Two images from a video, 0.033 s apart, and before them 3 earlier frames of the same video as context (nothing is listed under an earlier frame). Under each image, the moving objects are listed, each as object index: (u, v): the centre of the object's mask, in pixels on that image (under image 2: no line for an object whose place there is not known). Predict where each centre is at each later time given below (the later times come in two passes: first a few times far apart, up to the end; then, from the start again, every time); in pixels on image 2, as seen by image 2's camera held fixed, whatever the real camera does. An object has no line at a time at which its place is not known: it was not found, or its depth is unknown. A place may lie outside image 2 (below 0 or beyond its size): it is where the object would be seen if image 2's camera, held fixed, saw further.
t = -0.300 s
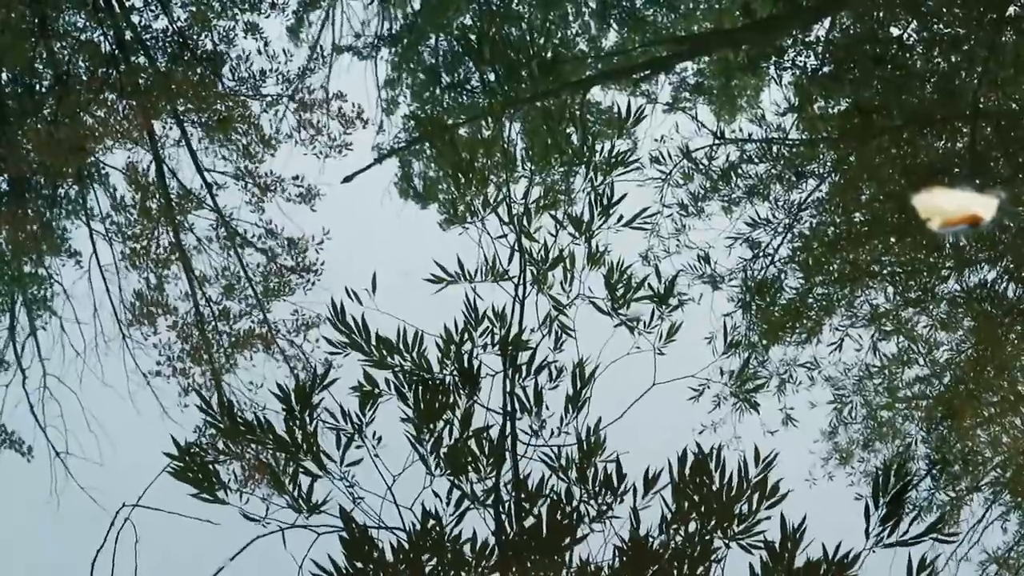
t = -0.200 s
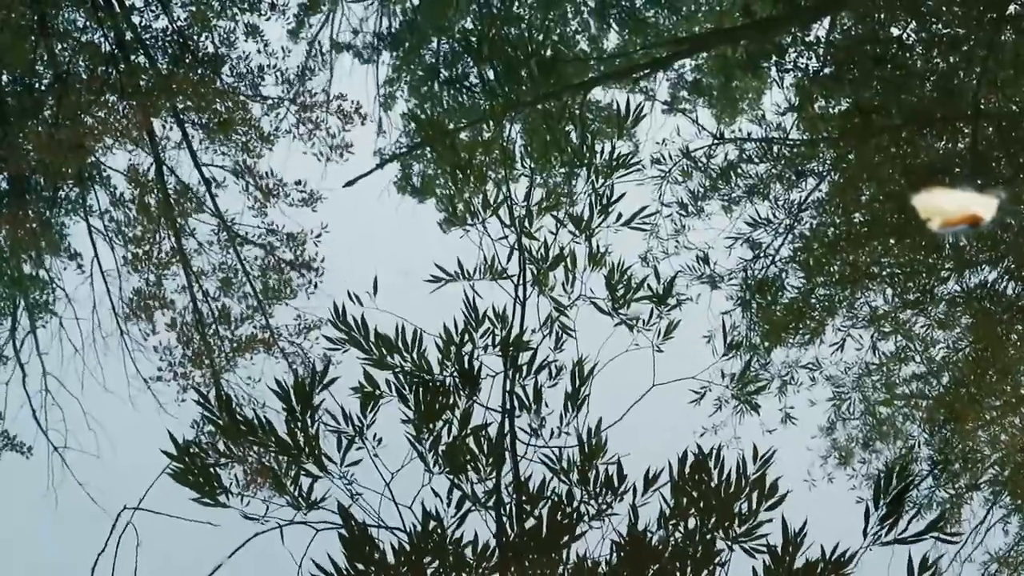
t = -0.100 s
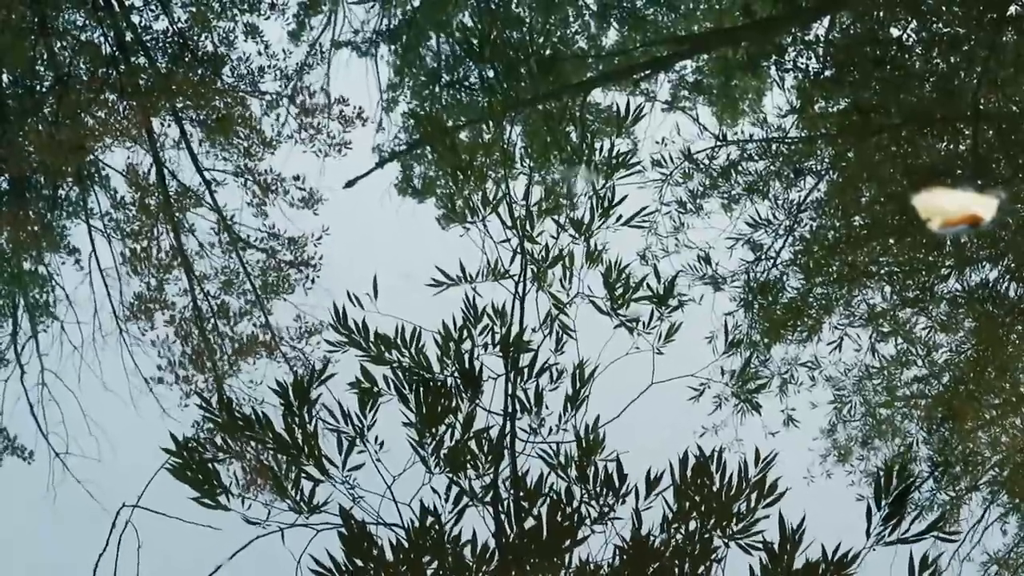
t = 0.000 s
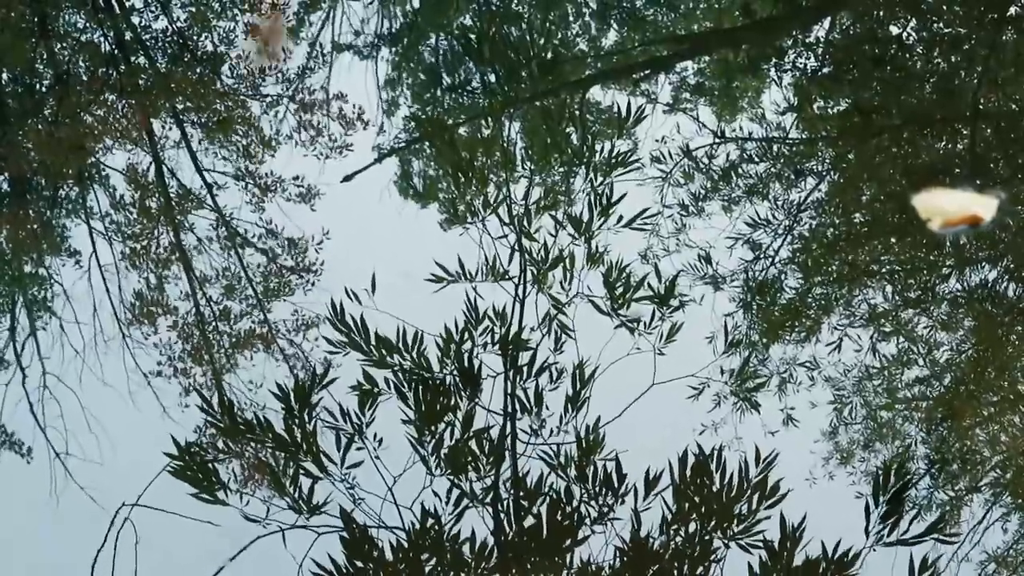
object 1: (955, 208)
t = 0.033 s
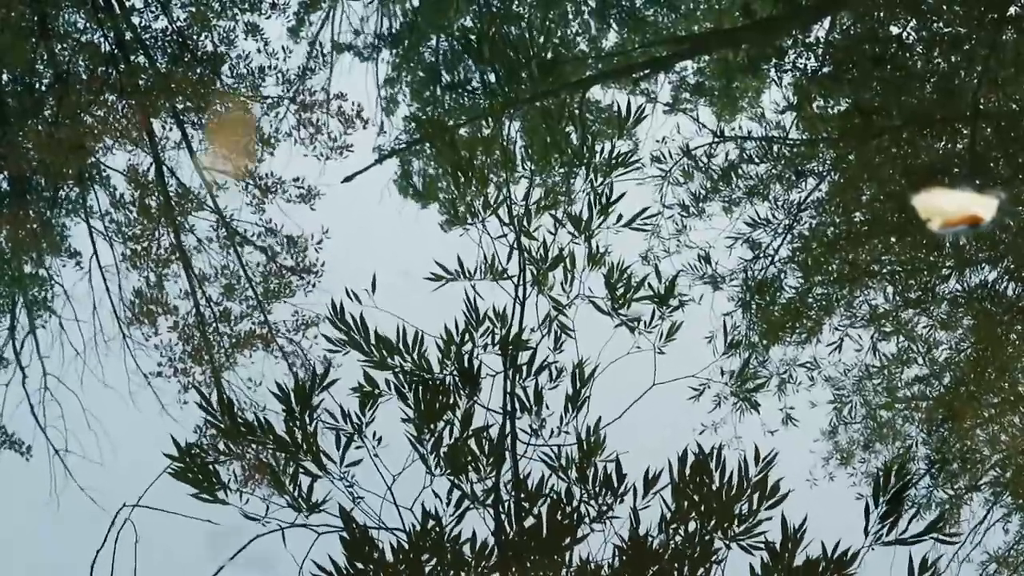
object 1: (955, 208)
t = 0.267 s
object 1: (956, 208)
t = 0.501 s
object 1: (955, 209)
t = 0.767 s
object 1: (955, 209)
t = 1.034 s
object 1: (955, 209)
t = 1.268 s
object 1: (955, 210)
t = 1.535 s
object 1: (955, 211)
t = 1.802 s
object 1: (955, 211)
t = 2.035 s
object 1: (955, 211)
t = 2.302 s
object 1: (955, 212)
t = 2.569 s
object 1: (955, 212)
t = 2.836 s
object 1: (956, 212)
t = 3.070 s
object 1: (956, 213)
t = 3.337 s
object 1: (956, 212)
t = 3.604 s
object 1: (958, 213)
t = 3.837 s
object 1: (958, 214)
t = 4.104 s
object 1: (959, 214)
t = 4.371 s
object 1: (960, 214)
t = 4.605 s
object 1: (961, 214)
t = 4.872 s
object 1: (962, 215)
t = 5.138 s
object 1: (965, 215)
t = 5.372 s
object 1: (966, 215)
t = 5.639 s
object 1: (968, 215)
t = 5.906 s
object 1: (969, 215)
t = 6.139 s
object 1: (970, 215)
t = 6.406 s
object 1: (972, 215)
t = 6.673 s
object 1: (974, 215)
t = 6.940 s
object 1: (976, 215)
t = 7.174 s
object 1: (978, 215)
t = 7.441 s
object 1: (979, 215)
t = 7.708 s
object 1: (981, 215)
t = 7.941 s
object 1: (982, 214)
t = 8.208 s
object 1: (984, 214)
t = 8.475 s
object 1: (985, 214)
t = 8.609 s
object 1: (985, 214)
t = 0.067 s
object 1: (955, 208)
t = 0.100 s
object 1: (955, 208)
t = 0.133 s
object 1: (955, 208)
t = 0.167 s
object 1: (955, 208)
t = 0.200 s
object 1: (955, 208)
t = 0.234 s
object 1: (956, 208)
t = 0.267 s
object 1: (956, 208)
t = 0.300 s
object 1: (956, 208)
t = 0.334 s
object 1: (956, 208)
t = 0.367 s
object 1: (955, 208)
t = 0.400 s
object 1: (955, 208)
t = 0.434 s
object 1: (955, 208)
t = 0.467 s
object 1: (955, 208)
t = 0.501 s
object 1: (955, 209)
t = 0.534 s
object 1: (955, 209)
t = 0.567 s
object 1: (955, 209)
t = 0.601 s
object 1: (955, 209)
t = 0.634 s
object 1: (955, 209)
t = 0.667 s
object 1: (955, 209)
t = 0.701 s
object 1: (955, 208)
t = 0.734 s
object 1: (955, 208)
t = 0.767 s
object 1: (955, 209)
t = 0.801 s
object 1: (955, 209)
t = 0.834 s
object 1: (955, 209)
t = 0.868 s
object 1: (955, 209)
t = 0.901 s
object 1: (955, 209)
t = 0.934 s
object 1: (955, 210)
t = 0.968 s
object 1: (955, 209)
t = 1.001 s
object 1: (955, 209)
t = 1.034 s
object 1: (955, 209)
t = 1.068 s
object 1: (956, 209)
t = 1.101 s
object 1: (955, 209)
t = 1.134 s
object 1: (955, 210)
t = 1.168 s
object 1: (955, 210)
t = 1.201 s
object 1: (955, 210)
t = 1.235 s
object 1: (955, 210)
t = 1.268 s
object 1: (955, 210)
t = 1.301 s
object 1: (955, 210)
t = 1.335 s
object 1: (954, 210)
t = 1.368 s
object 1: (955, 210)
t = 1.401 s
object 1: (955, 210)
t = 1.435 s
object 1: (955, 210)
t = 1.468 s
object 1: (954, 210)
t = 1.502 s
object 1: (955, 211)
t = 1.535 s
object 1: (955, 211)
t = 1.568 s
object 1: (955, 211)
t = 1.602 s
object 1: (955, 210)
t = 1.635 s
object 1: (955, 210)
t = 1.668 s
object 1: (955, 211)
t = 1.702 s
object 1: (955, 210)
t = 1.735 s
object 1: (955, 210)
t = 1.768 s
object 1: (956, 210)
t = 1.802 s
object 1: (955, 211)
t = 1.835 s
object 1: (955, 211)
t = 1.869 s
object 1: (955, 211)
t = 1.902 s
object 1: (955, 211)
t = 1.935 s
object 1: (955, 211)
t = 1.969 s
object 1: (955, 211)
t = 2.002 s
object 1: (955, 211)
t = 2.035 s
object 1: (955, 211)
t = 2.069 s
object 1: (955, 211)
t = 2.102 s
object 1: (955, 211)
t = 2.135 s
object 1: (955, 211)
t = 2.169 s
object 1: (955, 212)
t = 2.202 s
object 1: (956, 211)
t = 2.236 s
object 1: (955, 212)
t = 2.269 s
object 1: (955, 212)
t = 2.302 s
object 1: (955, 212)
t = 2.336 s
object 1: (955, 212)
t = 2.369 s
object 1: (955, 212)
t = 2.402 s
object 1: (955, 212)
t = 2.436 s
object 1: (955, 212)
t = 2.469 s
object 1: (955, 212)
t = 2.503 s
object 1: (955, 212)
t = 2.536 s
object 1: (955, 212)
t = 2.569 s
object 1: (955, 212)
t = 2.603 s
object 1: (955, 212)
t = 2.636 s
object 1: (955, 212)
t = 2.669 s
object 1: (955, 212)
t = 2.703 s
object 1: (955, 212)
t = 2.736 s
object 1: (955, 212)
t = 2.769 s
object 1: (955, 212)
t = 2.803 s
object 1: (956, 212)
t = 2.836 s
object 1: (956, 212)
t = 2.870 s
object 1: (956, 212)
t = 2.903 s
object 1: (956, 212)
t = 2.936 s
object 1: (956, 212)
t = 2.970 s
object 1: (956, 212)
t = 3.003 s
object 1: (956, 212)
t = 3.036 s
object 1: (956, 213)
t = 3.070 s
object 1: (956, 213)
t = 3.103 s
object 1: (956, 213)
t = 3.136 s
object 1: (956, 213)
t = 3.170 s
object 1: (956, 213)
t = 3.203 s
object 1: (956, 213)
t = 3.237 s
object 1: (956, 213)
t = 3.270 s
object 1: (956, 212)
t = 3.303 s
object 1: (956, 212)
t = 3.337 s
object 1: (956, 212)
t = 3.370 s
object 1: (956, 212)
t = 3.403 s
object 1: (957, 213)
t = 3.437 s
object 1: (957, 213)
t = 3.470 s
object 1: (957, 213)
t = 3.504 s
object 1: (957, 213)
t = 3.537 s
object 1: (957, 214)
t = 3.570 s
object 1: (957, 213)
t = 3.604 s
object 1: (958, 213)
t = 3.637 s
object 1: (957, 213)
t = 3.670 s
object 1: (957, 213)
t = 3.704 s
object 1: (957, 213)
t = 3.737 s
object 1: (958, 214)
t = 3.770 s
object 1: (958, 213)
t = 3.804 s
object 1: (958, 214)
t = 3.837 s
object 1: (958, 214)
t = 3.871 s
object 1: (958, 213)
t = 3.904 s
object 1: (958, 213)
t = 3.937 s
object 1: (958, 214)
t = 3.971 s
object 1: (958, 213)
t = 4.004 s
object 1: (959, 214)
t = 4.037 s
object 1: (959, 214)
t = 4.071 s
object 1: (959, 214)
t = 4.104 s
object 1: (959, 214)
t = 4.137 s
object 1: (959, 214)
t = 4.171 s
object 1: (959, 214)
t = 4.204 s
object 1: (959, 214)
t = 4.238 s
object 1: (959, 214)
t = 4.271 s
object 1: (960, 214)
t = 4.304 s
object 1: (960, 214)
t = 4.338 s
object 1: (960, 214)
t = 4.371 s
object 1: (960, 214)
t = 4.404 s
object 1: (960, 214)
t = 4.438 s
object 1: (960, 215)
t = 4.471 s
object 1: (960, 215)
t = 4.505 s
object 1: (960, 215)
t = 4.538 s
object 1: (961, 215)
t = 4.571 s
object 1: (961, 215)
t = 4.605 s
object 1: (961, 214)
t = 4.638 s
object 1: (961, 215)
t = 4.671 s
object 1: (961, 215)
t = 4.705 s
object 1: (961, 215)
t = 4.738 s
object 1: (962, 215)
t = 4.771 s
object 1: (962, 215)
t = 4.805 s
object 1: (962, 215)
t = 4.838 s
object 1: (962, 215)
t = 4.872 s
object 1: (962, 215)
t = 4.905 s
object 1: (963, 215)
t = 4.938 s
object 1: (963, 215)
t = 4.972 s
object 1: (963, 215)
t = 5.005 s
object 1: (963, 215)
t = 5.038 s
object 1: (964, 215)
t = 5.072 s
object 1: (964, 215)
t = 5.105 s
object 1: (964, 215)
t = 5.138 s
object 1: (965, 215)
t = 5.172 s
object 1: (965, 215)
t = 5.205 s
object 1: (965, 215)
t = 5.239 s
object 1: (965, 215)
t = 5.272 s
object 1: (966, 215)
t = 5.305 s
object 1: (965, 215)
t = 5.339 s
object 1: (966, 215)
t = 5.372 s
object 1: (966, 215)
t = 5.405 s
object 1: (966, 215)
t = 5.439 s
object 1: (966, 215)
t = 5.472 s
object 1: (967, 215)
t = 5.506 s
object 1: (967, 215)
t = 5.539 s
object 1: (967, 215)
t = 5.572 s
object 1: (967, 215)
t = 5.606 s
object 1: (967, 215)
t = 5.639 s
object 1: (968, 215)
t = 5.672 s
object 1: (968, 215)
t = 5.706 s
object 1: (968, 215)
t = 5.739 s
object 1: (968, 215)
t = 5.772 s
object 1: (968, 215)
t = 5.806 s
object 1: (969, 215)
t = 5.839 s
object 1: (969, 215)
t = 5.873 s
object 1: (969, 215)
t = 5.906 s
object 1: (969, 215)
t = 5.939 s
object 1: (969, 215)
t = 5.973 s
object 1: (970, 215)
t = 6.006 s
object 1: (970, 215)
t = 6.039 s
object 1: (969, 215)
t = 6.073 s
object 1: (970, 215)
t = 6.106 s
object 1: (970, 215)
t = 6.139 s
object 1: (970, 215)
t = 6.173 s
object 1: (971, 215)
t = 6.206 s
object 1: (971, 215)
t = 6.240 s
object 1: (971, 215)
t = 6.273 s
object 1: (971, 215)
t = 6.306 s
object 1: (971, 215)
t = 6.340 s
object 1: (972, 215)
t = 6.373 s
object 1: (972, 215)
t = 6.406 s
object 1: (972, 215)
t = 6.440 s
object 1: (973, 215)
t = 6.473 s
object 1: (973, 215)
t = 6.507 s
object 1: (973, 215)
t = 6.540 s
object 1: (974, 215)
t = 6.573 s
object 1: (974, 215)
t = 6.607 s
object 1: (974, 215)
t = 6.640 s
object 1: (974, 215)
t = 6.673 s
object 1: (974, 215)
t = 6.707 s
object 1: (975, 215)
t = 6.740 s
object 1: (975, 215)
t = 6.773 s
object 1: (975, 215)
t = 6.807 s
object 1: (975, 215)
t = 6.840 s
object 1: (976, 215)
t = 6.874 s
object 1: (976, 215)
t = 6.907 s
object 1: (976, 215)
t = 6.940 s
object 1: (976, 215)
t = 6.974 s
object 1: (976, 215)
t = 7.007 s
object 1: (977, 215)
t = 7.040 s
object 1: (977, 215)
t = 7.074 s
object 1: (977, 215)
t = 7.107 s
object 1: (977, 215)
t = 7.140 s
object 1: (977, 215)
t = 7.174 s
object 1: (978, 215)
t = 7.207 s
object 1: (978, 215)
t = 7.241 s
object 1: (978, 215)
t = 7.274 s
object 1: (978, 215)
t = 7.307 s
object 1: (978, 215)
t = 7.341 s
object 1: (979, 215)
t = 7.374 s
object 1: (979, 215)
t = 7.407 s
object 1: (979, 215)
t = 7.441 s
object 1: (979, 215)
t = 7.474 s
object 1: (979, 215)
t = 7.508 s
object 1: (979, 215)
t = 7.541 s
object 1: (980, 215)
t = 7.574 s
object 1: (980, 215)
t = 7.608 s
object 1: (980, 215)
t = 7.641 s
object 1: (980, 215)
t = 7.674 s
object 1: (981, 215)
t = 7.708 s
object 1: (981, 215)
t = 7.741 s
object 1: (981, 214)
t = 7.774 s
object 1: (981, 214)
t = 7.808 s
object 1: (981, 214)
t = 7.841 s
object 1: (981, 214)
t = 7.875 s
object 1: (982, 214)
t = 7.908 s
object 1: (982, 214)
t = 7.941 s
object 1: (982, 214)
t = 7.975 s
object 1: (982, 214)
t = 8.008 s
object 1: (983, 214)
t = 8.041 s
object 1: (983, 214)
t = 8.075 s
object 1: (983, 214)
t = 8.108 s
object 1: (983, 214)
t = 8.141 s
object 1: (983, 214)
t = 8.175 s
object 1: (983, 214)
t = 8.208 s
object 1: (984, 214)
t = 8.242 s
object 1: (984, 214)
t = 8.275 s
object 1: (984, 214)
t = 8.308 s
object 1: (984, 214)
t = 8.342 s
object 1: (984, 214)
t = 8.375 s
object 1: (984, 214)
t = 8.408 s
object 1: (984, 214)
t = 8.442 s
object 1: (984, 214)
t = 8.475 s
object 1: (985, 214)
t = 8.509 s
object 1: (985, 214)
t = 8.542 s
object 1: (985, 214)
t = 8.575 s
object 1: (985, 214)
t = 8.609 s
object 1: (985, 214)
